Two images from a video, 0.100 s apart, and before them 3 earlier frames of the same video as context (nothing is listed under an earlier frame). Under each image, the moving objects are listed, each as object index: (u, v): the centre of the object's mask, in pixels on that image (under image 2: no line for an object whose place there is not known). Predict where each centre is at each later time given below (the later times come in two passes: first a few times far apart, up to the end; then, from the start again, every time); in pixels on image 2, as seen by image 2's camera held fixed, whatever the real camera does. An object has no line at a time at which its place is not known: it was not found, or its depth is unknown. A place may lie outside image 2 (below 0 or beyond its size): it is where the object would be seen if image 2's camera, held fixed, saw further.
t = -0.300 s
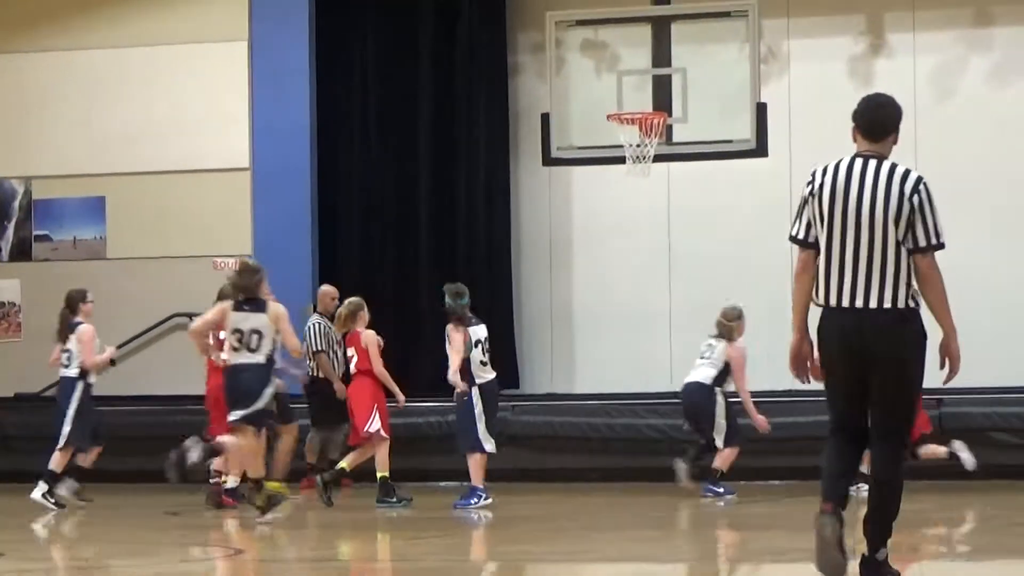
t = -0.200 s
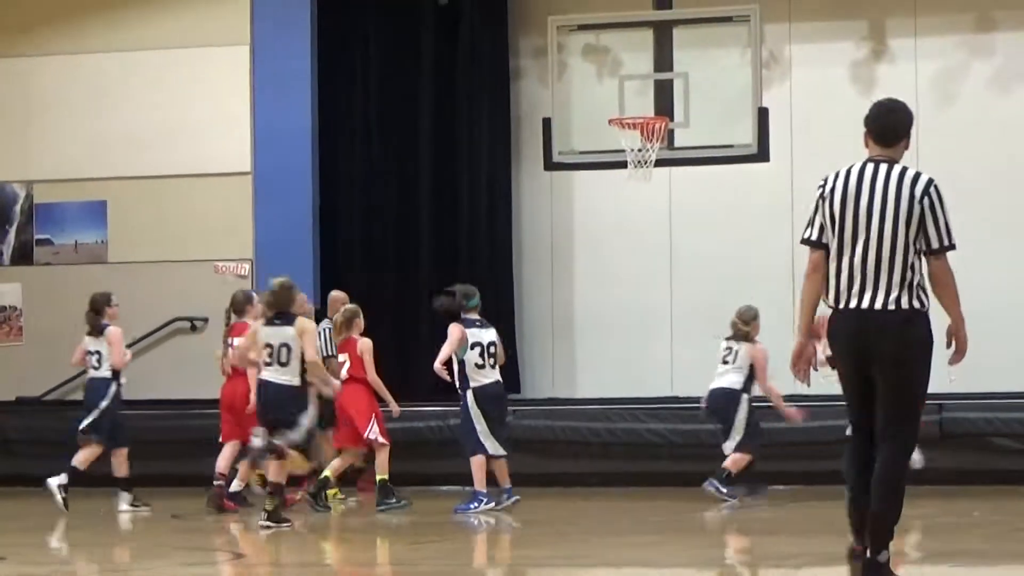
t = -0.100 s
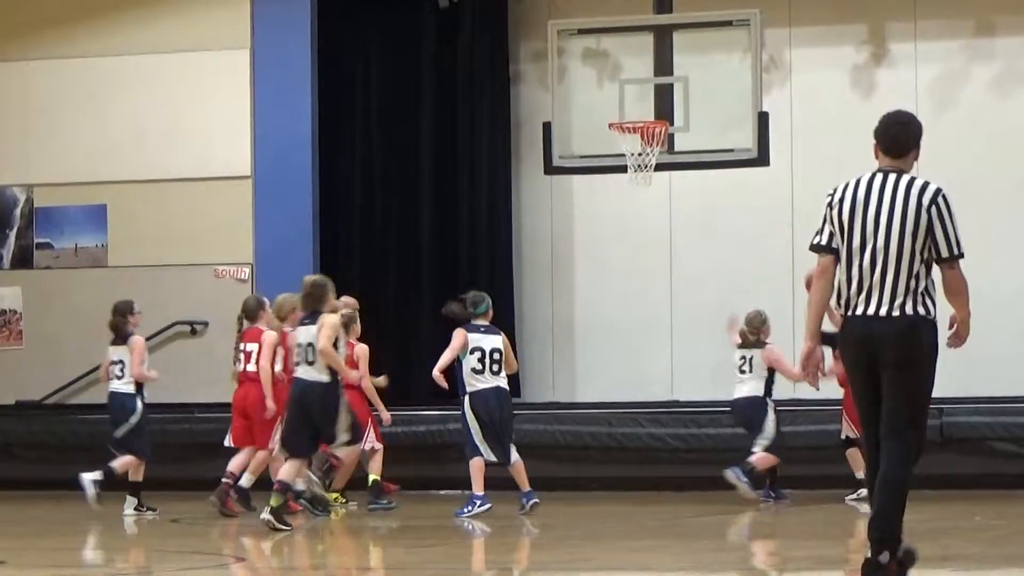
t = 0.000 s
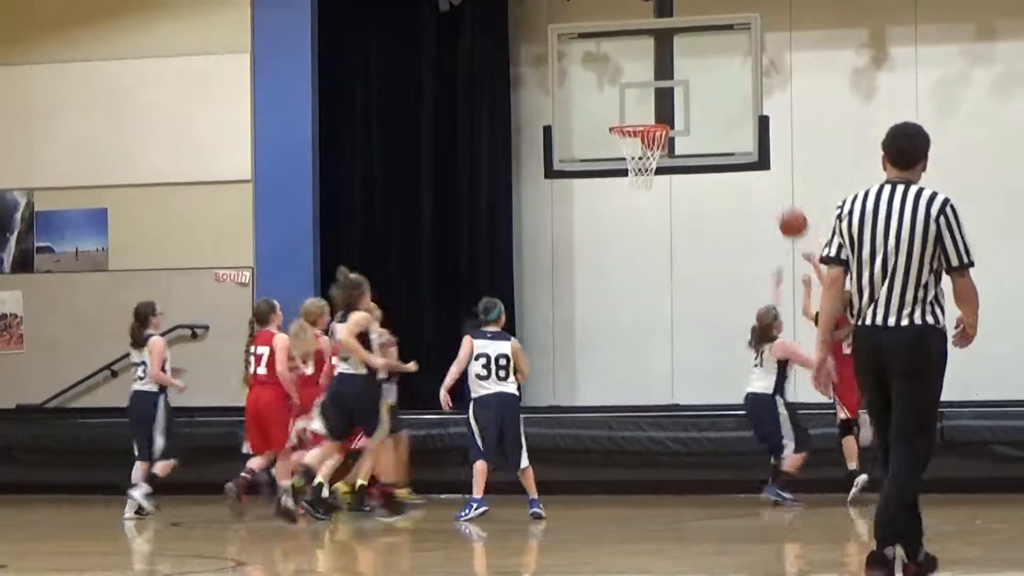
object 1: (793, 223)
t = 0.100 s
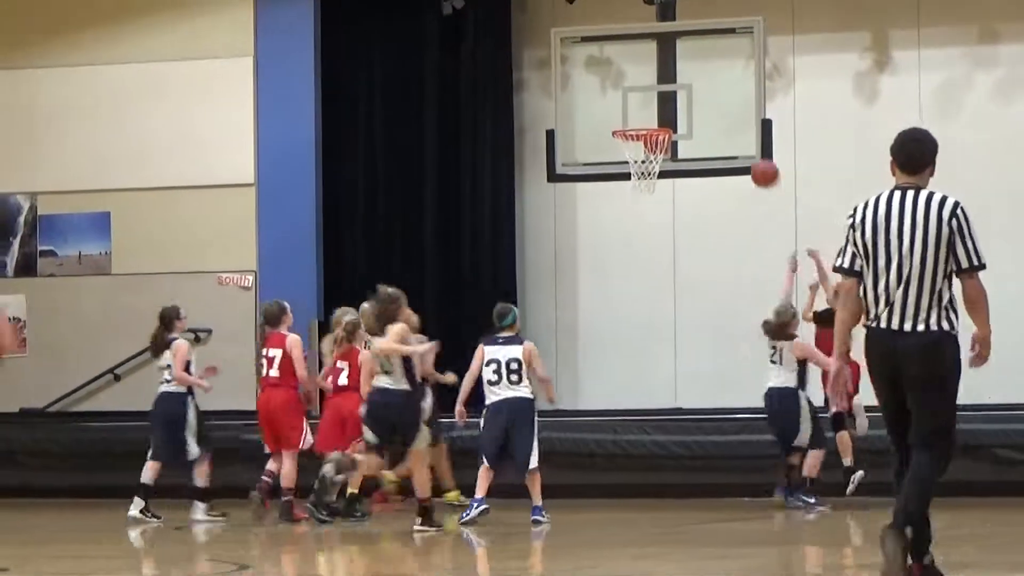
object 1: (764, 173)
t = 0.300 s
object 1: (708, 108)
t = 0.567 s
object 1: (652, 119)
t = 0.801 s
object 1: (619, 172)
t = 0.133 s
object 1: (756, 159)
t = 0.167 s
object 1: (745, 147)
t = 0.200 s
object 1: (735, 133)
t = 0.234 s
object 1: (725, 123)
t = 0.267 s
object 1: (715, 113)
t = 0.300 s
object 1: (708, 108)
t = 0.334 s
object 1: (701, 105)
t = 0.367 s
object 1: (694, 104)
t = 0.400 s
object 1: (686, 103)
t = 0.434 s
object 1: (679, 104)
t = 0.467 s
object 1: (673, 105)
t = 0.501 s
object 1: (665, 110)
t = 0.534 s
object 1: (659, 114)
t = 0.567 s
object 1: (652, 119)
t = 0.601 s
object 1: (646, 123)
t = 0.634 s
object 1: (636, 127)
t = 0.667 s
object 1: (627, 144)
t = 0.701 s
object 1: (626, 155)
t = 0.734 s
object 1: (623, 162)
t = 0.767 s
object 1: (621, 166)
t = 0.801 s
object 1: (619, 172)
